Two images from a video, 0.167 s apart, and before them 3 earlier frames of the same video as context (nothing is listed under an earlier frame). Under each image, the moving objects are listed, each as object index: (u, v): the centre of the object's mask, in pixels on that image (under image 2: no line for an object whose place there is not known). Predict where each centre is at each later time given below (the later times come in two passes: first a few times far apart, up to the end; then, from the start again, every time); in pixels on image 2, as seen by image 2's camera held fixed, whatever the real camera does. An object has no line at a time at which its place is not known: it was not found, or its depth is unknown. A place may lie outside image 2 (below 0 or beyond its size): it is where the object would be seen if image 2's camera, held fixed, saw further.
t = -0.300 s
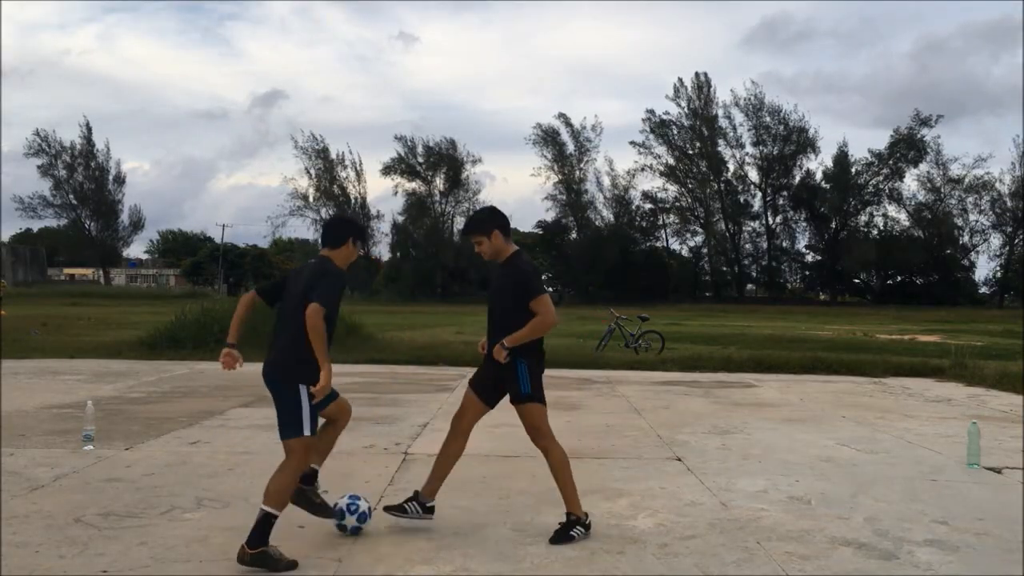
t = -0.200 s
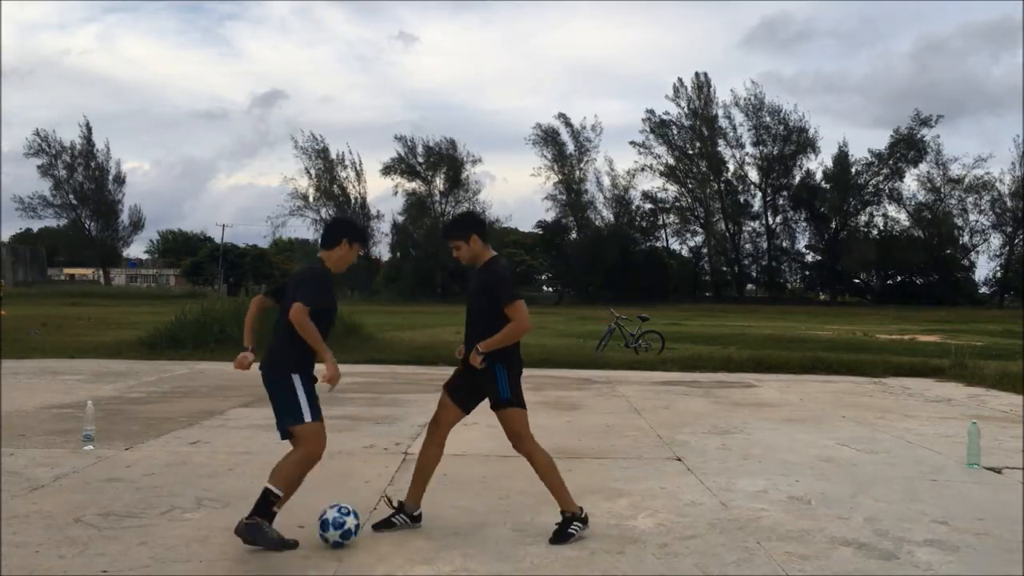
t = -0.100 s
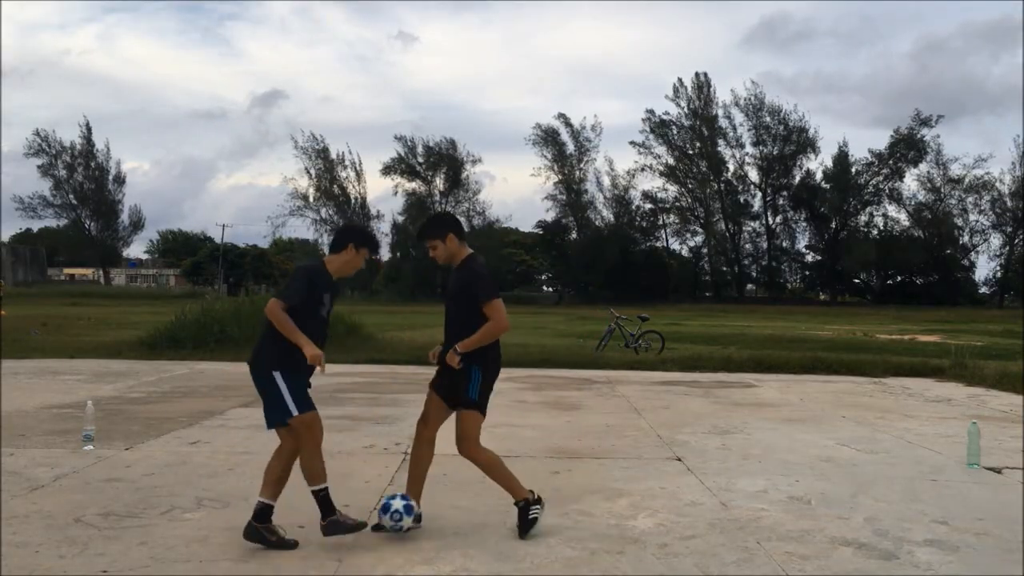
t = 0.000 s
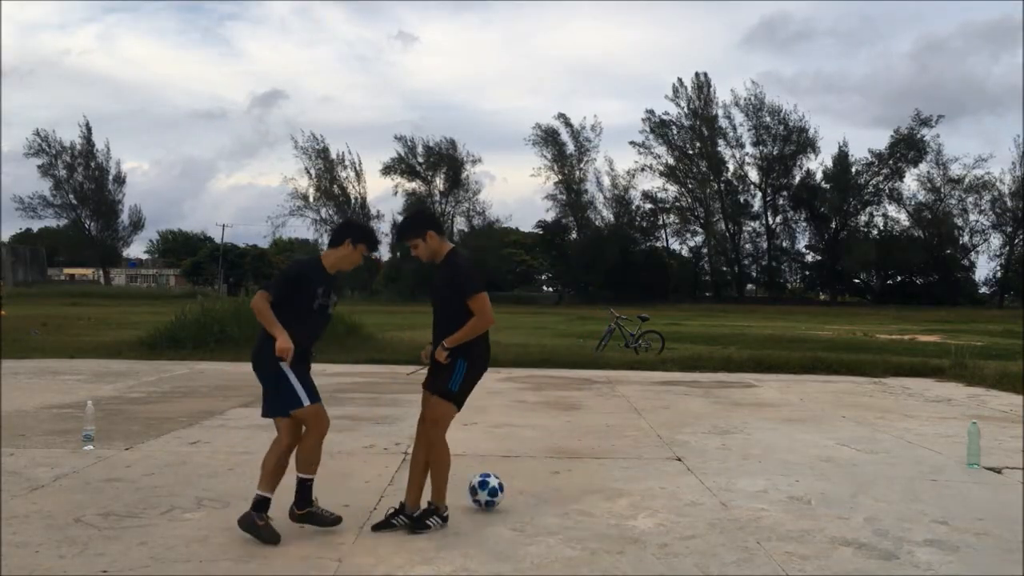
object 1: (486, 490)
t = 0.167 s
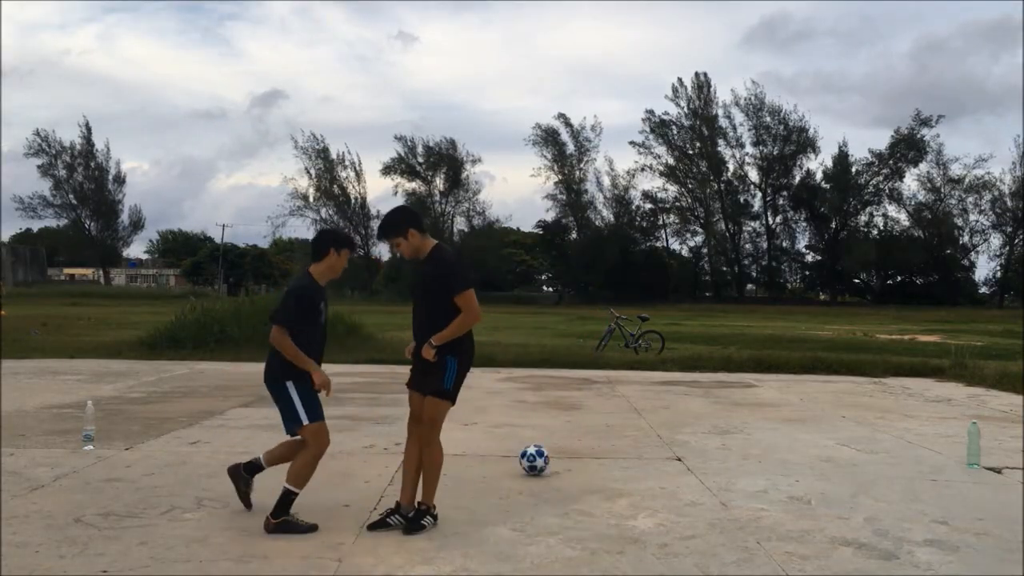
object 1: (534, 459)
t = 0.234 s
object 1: (549, 452)
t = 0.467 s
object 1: (587, 431)
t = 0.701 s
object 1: (616, 416)
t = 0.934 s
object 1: (640, 404)
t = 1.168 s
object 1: (658, 395)
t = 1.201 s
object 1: (661, 394)
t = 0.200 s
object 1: (542, 455)
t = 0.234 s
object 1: (549, 452)
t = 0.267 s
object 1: (556, 448)
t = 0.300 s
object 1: (562, 444)
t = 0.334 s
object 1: (567, 441)
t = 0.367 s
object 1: (572, 439)
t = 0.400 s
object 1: (577, 435)
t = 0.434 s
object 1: (582, 432)
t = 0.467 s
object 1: (587, 431)
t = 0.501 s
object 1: (592, 428)
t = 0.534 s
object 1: (596, 425)
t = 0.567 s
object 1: (600, 424)
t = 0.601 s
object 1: (605, 421)
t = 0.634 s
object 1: (608, 420)
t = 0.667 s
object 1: (612, 418)
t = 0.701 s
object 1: (616, 416)
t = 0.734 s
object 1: (620, 414)
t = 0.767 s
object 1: (623, 413)
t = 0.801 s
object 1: (627, 410)
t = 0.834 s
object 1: (630, 408)
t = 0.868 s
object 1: (633, 408)
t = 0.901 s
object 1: (637, 406)
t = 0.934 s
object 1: (640, 404)
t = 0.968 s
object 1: (643, 403)
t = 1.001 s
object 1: (646, 401)
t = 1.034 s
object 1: (648, 399)
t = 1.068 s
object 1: (651, 397)
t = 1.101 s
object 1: (653, 398)
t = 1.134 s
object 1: (656, 396)
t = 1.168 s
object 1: (658, 395)
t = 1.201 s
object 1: (661, 394)
